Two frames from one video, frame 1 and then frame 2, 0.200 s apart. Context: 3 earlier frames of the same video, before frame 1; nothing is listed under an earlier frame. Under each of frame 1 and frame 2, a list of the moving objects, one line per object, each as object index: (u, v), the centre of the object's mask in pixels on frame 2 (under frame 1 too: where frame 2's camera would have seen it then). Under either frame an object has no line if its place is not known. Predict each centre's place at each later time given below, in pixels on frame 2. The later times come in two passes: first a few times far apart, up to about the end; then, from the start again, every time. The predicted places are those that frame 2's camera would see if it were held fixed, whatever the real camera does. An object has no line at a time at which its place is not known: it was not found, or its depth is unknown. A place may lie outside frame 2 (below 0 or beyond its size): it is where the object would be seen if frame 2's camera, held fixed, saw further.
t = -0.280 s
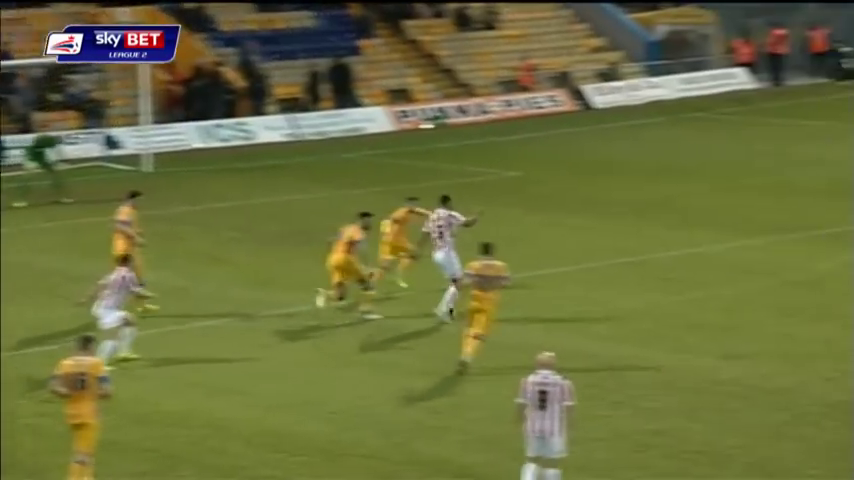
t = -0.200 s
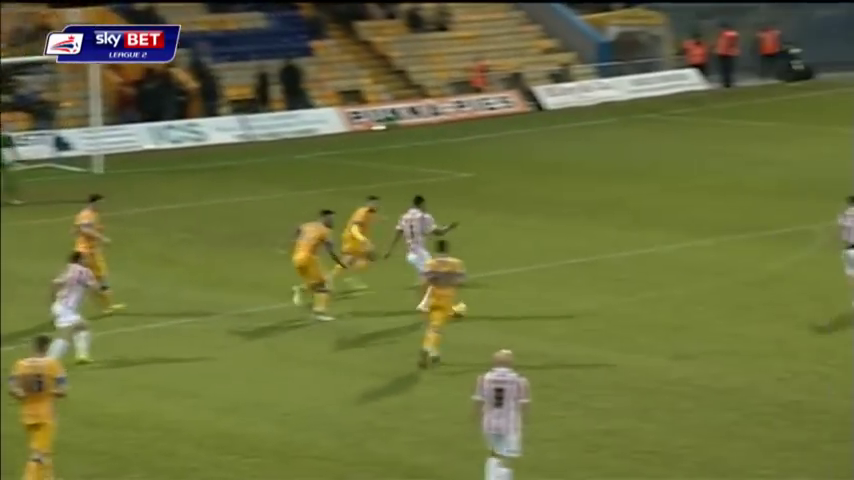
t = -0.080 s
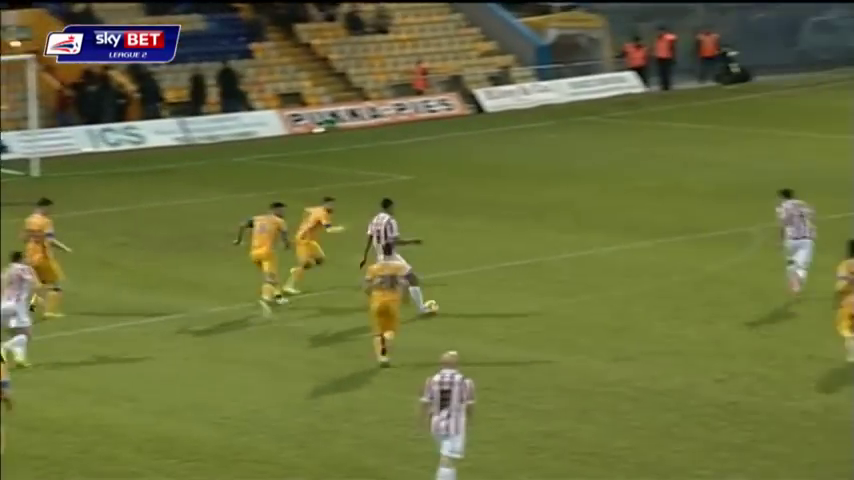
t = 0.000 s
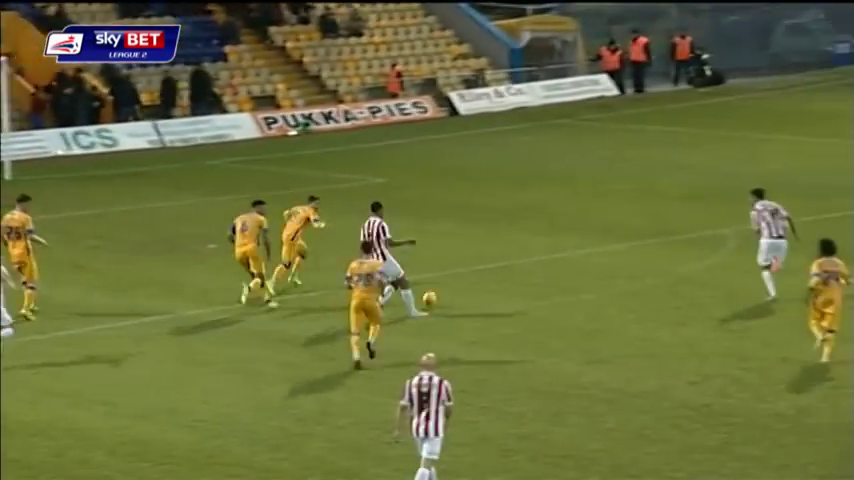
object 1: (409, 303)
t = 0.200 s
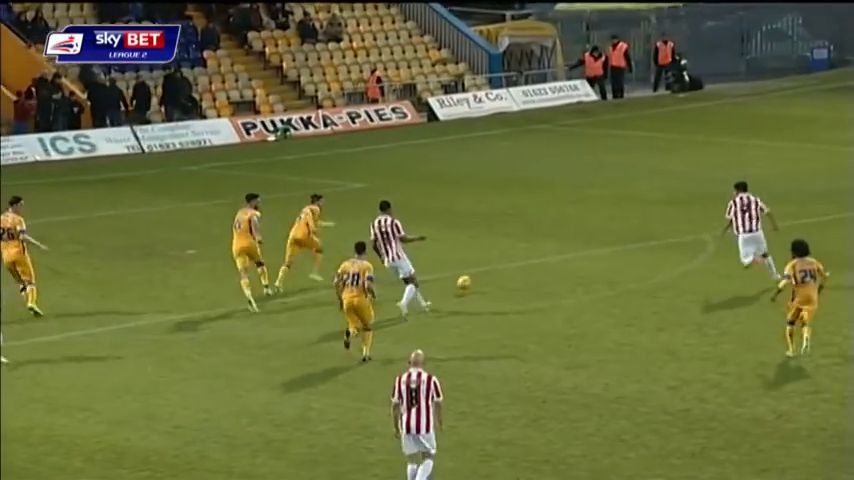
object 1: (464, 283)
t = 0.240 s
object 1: (474, 278)
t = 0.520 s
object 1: (531, 259)
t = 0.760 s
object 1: (569, 248)
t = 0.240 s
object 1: (474, 278)
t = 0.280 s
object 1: (483, 276)
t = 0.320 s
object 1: (492, 276)
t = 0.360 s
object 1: (502, 273)
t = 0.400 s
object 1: (508, 269)
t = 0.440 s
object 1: (516, 265)
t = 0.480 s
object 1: (524, 261)
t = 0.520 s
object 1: (531, 259)
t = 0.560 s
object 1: (538, 260)
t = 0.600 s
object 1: (544, 257)
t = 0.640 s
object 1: (551, 254)
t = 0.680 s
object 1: (557, 253)
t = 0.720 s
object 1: (564, 251)
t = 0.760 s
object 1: (569, 248)
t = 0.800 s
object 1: (575, 247)
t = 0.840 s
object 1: (581, 245)
